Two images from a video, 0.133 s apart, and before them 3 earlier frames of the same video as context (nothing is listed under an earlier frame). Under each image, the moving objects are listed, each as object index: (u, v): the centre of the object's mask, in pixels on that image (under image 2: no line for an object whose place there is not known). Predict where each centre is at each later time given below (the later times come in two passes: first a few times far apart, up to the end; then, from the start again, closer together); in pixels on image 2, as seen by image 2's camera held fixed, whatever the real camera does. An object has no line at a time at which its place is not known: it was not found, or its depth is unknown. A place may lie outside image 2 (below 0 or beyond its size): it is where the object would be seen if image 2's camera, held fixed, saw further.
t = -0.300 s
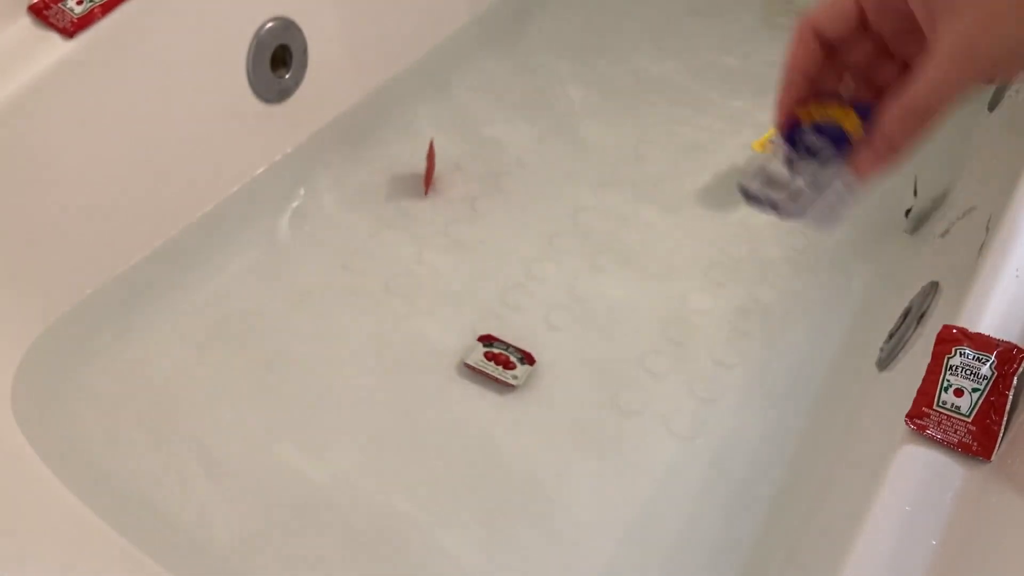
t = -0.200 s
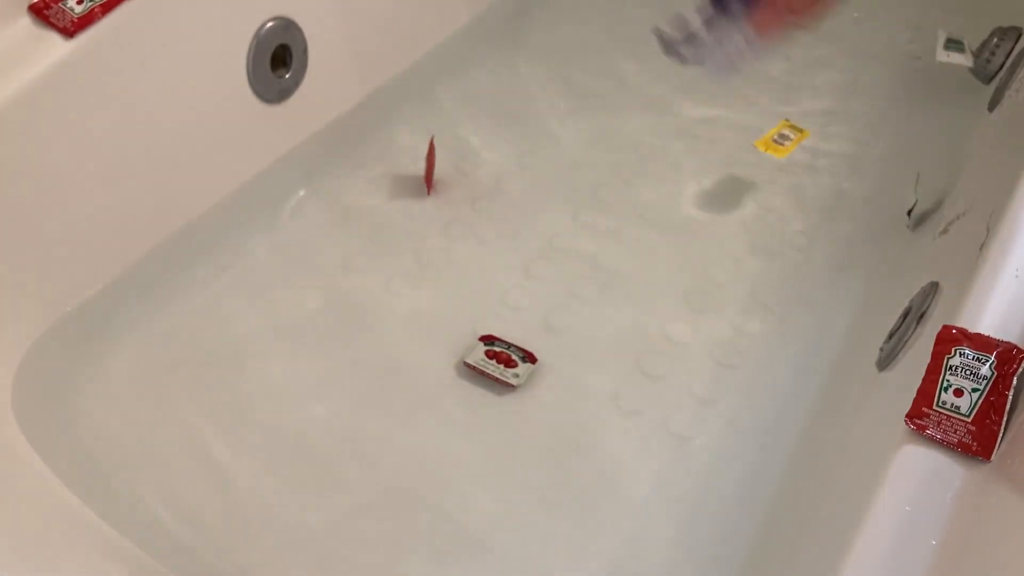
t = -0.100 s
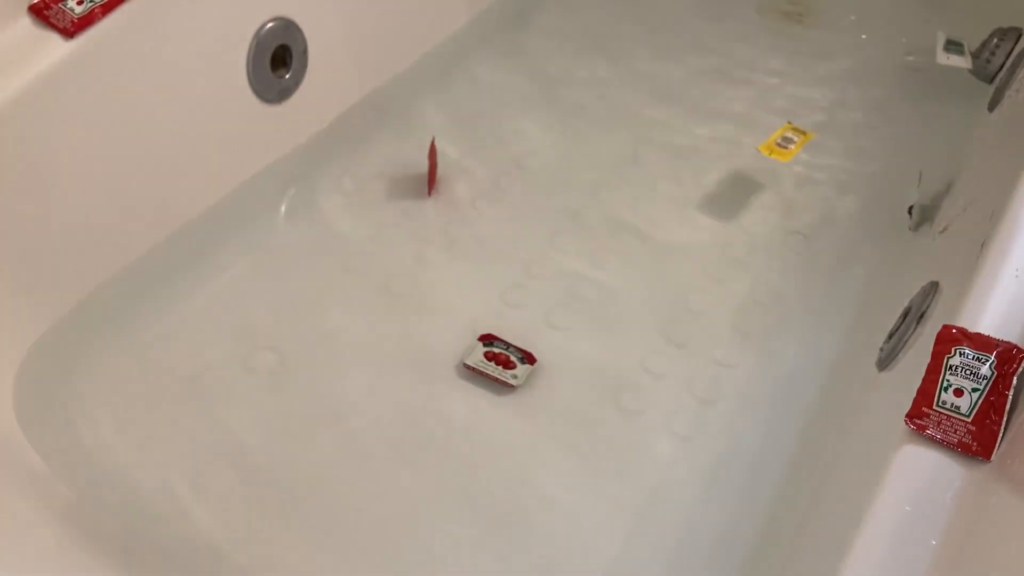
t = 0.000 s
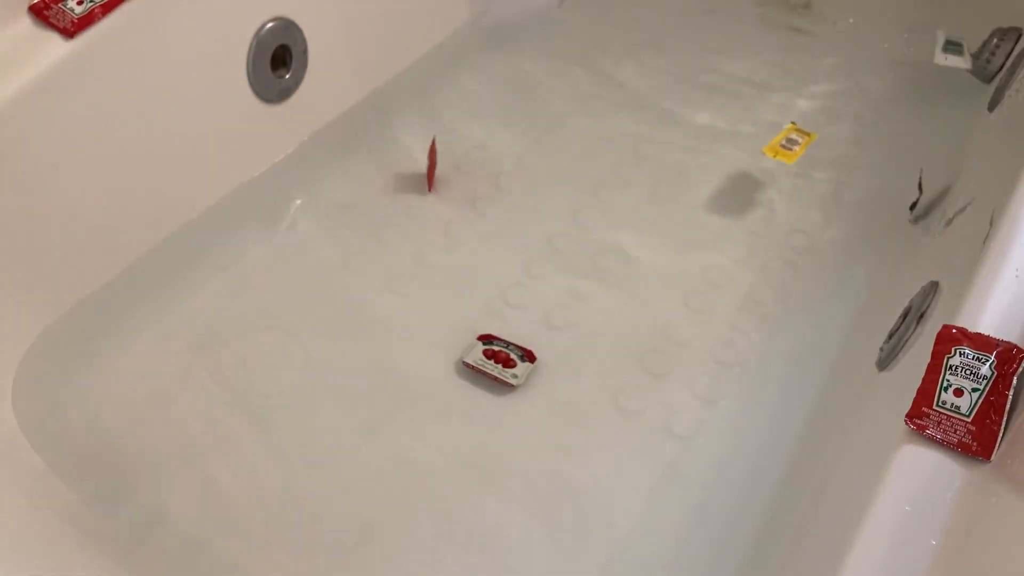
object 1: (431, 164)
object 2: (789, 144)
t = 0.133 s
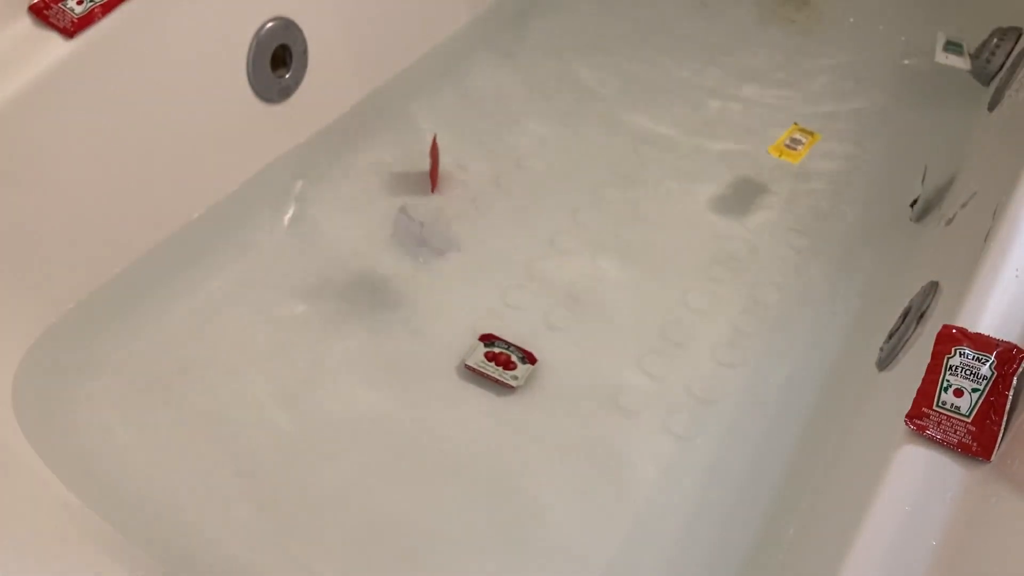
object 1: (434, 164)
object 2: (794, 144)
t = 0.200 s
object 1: (435, 161)
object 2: (796, 145)
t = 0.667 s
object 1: (442, 158)
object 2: (814, 147)
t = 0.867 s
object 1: (443, 146)
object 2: (820, 150)
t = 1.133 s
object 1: (444, 146)
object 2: (830, 149)
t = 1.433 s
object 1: (448, 136)
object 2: (840, 145)
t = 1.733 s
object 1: (450, 131)
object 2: (850, 144)
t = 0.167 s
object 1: (435, 161)
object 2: (795, 144)
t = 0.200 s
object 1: (435, 161)
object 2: (796, 145)
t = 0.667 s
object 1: (442, 158)
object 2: (814, 147)
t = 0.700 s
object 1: (441, 154)
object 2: (814, 147)
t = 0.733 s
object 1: (442, 152)
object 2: (814, 148)
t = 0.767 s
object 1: (441, 149)
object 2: (815, 149)
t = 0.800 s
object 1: (439, 150)
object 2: (817, 150)
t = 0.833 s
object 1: (439, 147)
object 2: (818, 150)
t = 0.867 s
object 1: (443, 146)
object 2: (820, 150)
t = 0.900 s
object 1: (442, 145)
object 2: (821, 149)
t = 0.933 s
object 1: (442, 148)
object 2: (823, 148)
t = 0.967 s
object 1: (441, 147)
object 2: (824, 147)
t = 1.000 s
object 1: (441, 150)
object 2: (826, 147)
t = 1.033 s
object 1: (441, 150)
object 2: (827, 147)
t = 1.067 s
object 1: (442, 150)
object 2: (828, 147)
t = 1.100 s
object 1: (442, 149)
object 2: (828, 148)
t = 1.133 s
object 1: (444, 146)
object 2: (830, 149)
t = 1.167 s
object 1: (445, 142)
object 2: (831, 149)
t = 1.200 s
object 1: (448, 146)
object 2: (832, 149)
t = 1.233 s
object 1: (446, 146)
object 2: (833, 149)
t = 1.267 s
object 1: (442, 145)
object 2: (834, 148)
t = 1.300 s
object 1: (444, 144)
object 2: (835, 147)
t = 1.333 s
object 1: (445, 143)
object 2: (836, 146)
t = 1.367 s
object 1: (446, 140)
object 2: (837, 146)
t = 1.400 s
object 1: (447, 138)
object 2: (838, 145)
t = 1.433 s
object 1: (448, 136)
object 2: (840, 145)
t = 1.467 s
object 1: (448, 134)
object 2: (842, 145)
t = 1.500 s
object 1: (445, 132)
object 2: (845, 146)
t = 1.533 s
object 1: (447, 132)
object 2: (846, 146)
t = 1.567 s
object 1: (448, 131)
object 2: (848, 146)
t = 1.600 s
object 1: (449, 132)
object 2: (849, 146)
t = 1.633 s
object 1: (450, 131)
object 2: (850, 146)
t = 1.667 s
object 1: (450, 131)
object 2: (850, 146)
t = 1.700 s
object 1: (450, 132)
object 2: (850, 145)
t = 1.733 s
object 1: (450, 131)
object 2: (850, 144)
